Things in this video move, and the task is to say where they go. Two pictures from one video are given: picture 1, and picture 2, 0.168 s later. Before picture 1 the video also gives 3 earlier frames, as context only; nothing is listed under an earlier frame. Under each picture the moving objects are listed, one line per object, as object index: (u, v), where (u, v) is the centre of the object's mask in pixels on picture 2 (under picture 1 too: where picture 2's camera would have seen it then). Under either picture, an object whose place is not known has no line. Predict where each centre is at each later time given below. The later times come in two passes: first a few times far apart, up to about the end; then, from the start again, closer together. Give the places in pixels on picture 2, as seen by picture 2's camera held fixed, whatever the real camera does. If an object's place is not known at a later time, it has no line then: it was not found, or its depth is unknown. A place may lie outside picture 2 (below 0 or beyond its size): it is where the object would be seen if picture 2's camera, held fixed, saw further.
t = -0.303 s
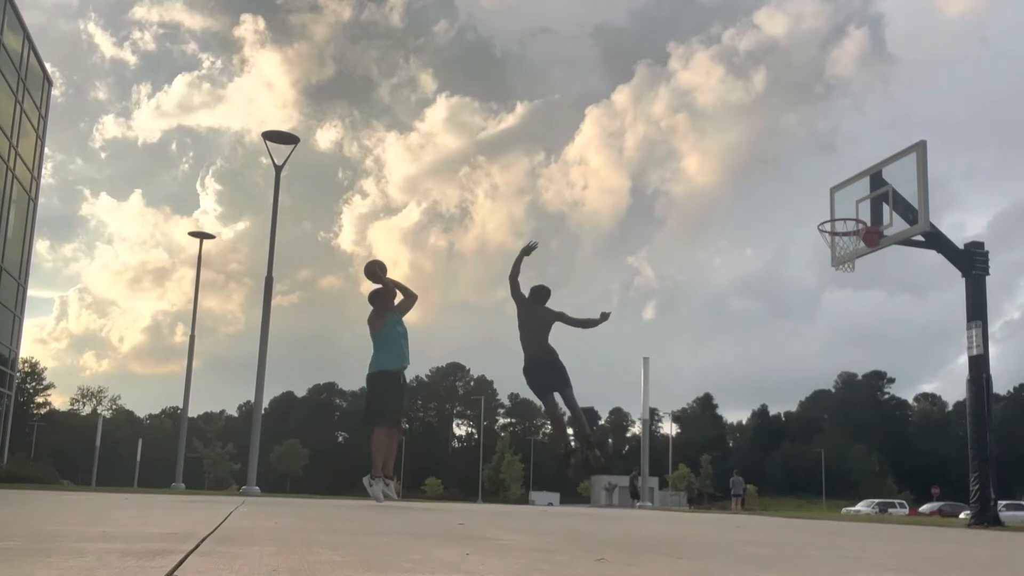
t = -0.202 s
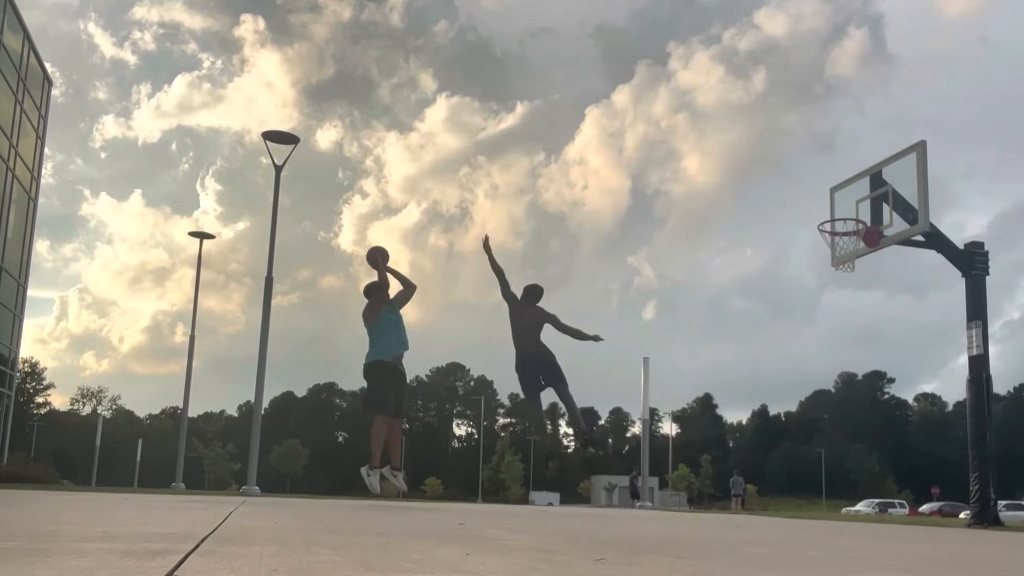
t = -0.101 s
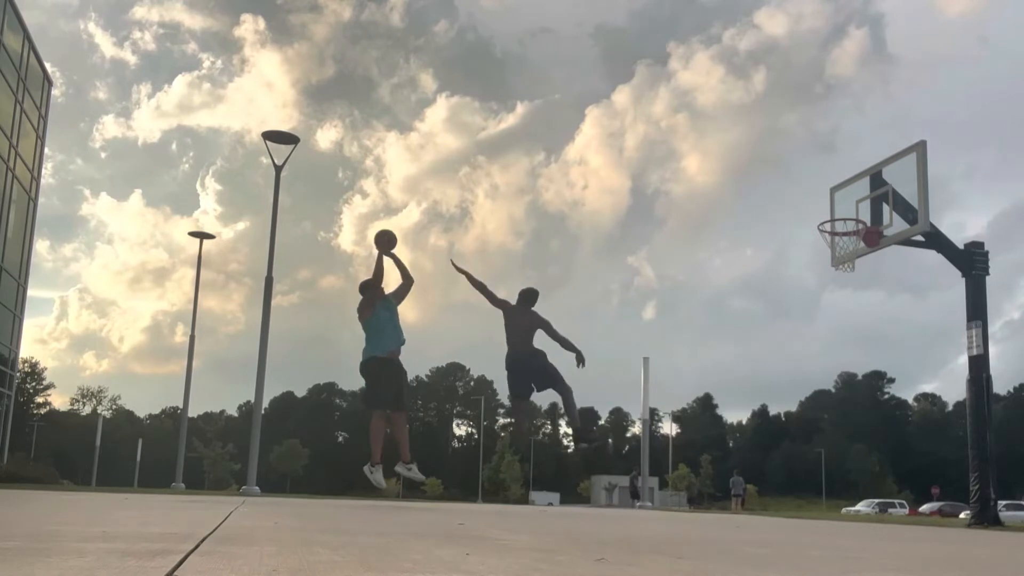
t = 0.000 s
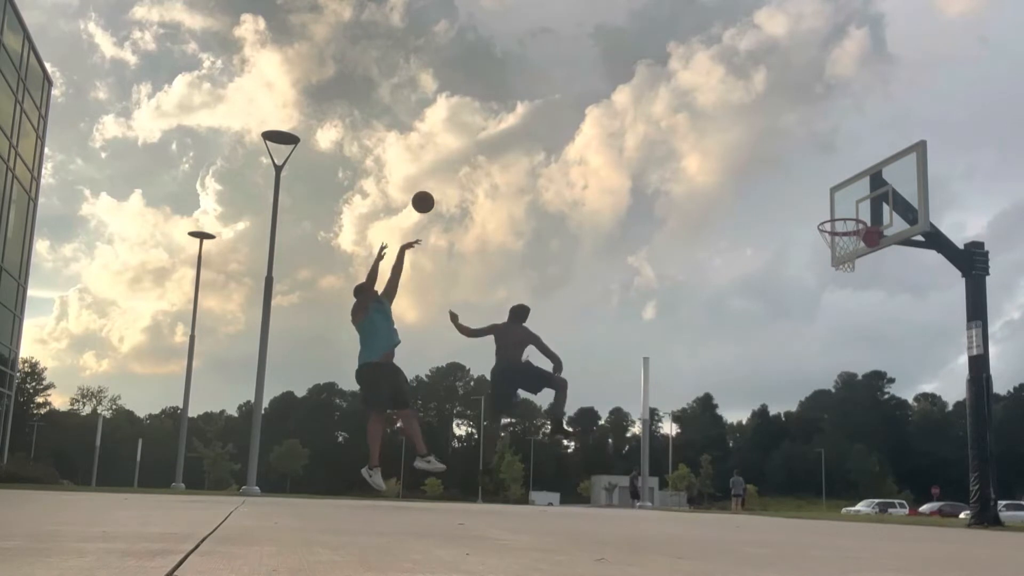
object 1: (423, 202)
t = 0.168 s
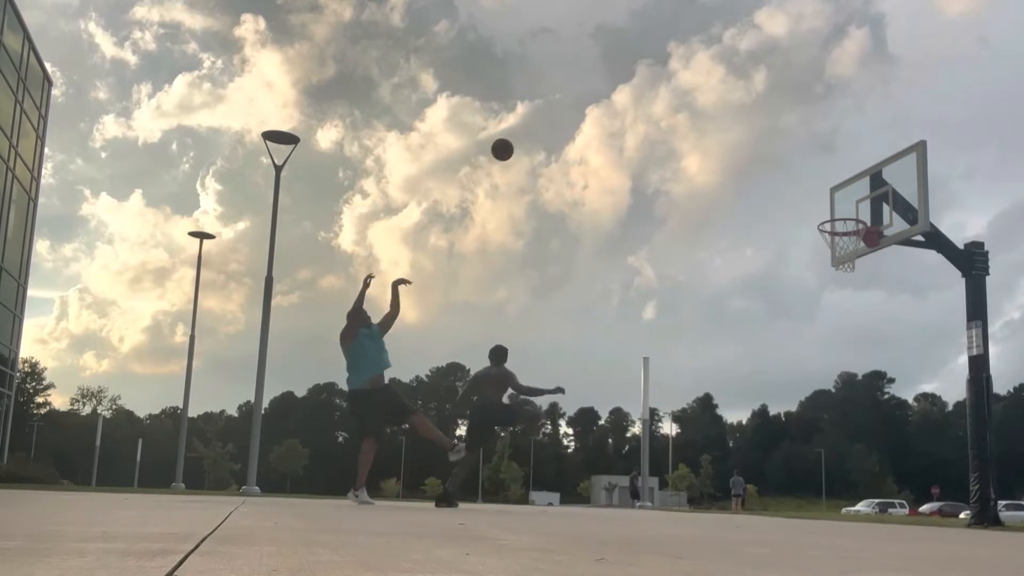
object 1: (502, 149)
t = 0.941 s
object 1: (849, 228)
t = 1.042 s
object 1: (851, 264)
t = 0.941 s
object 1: (849, 228)
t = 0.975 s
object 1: (855, 241)
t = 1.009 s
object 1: (853, 253)
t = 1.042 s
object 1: (851, 264)
